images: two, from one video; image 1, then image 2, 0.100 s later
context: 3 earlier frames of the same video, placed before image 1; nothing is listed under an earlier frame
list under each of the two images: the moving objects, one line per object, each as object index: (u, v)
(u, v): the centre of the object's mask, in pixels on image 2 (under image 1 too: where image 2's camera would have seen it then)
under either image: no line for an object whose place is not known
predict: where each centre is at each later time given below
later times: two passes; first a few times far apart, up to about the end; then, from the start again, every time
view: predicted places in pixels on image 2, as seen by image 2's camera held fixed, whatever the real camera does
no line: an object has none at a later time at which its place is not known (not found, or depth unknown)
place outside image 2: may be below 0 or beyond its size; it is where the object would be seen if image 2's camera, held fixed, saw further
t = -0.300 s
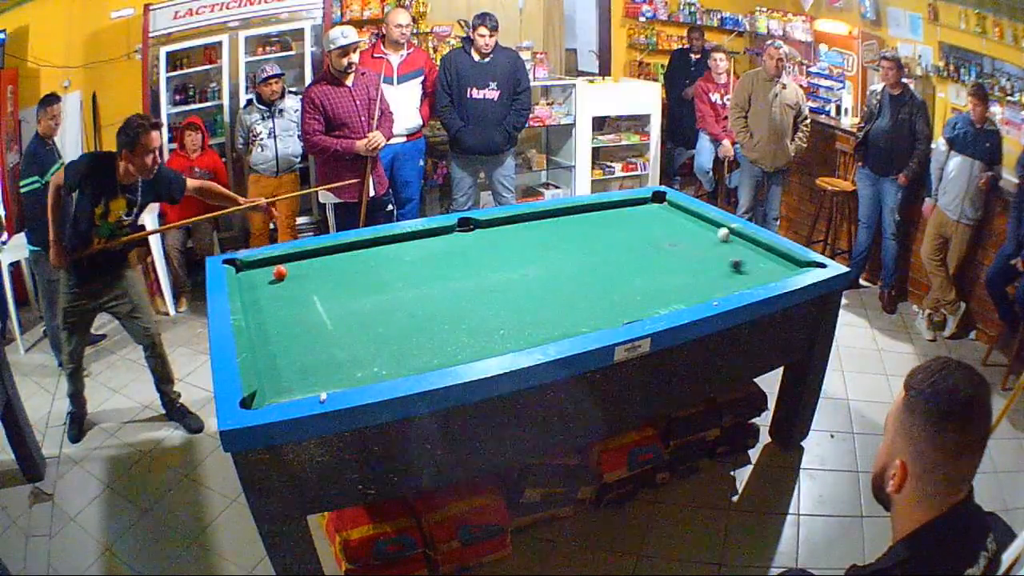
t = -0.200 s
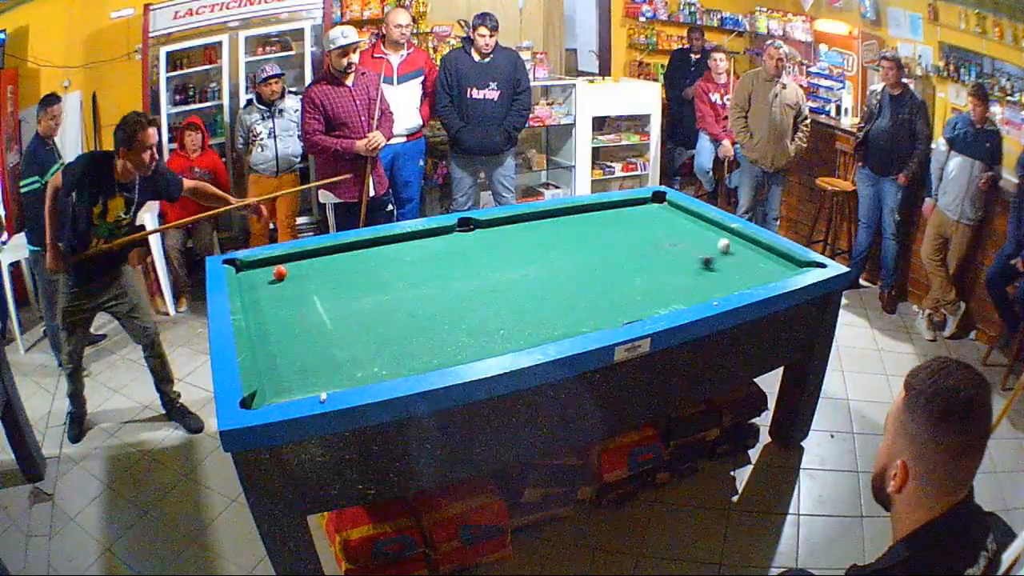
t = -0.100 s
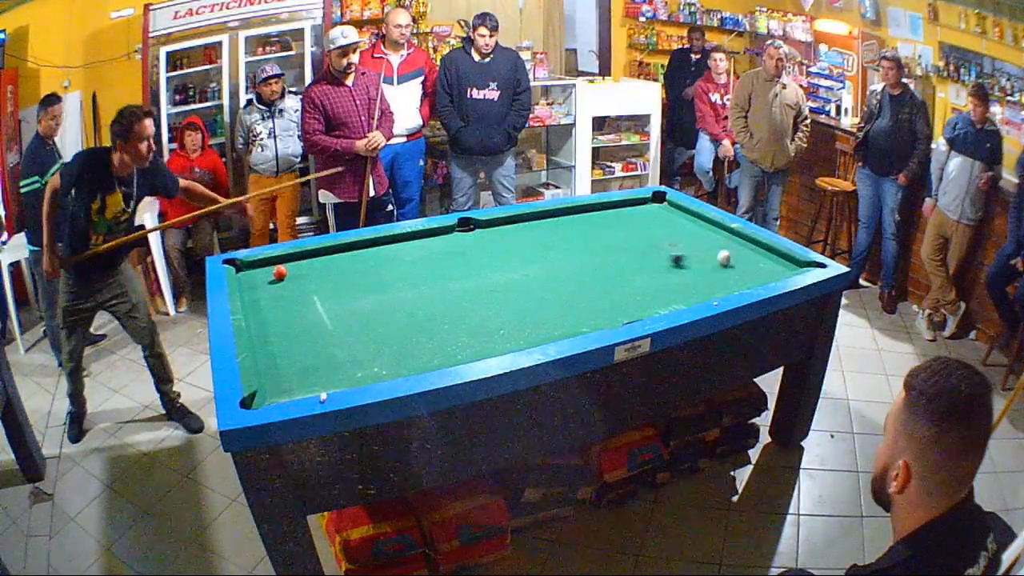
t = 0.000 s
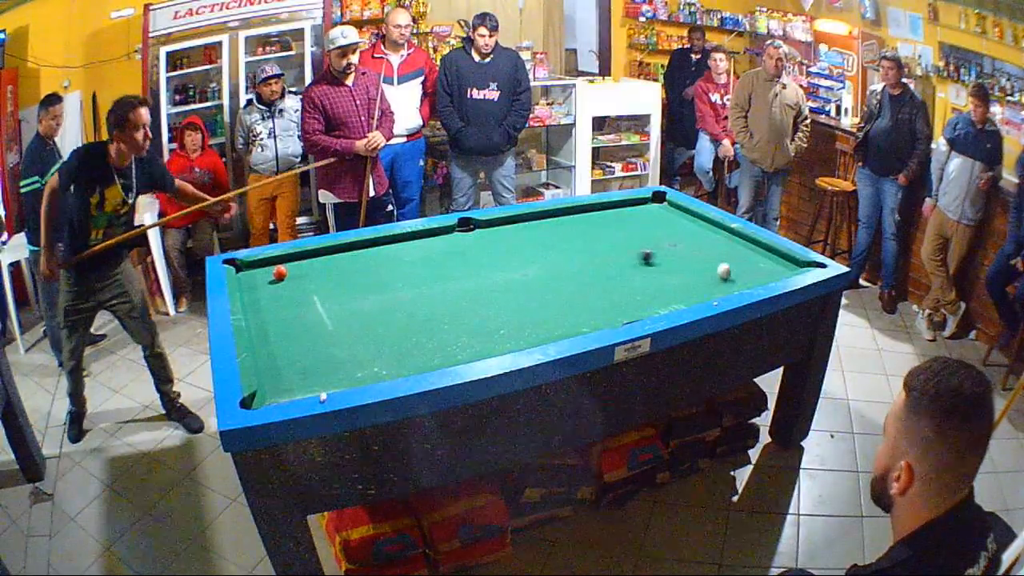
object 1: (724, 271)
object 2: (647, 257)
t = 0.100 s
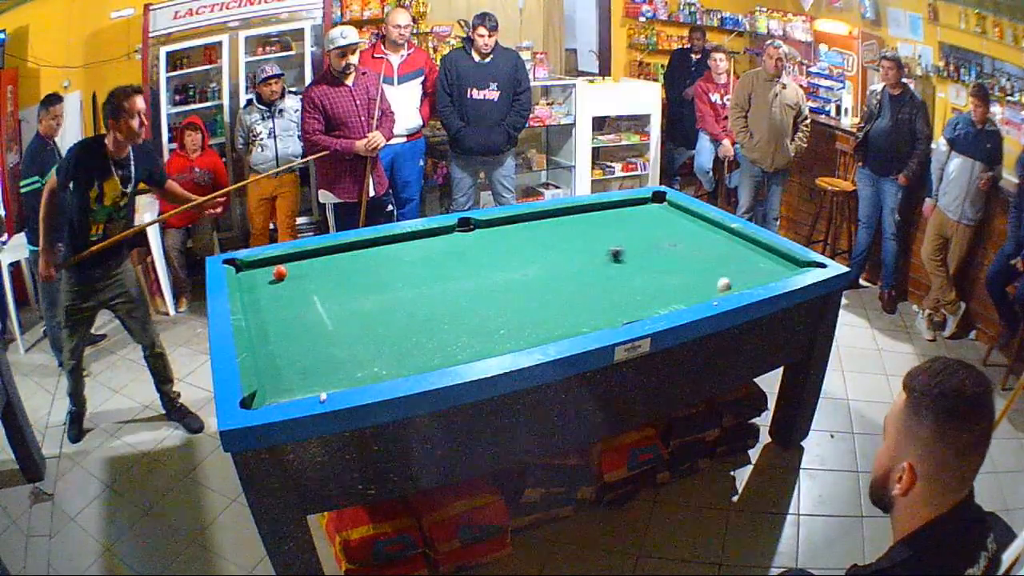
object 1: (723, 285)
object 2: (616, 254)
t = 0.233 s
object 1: (691, 289)
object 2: (577, 251)
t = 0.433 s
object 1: (627, 284)
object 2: (518, 247)
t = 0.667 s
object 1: (551, 279)
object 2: (452, 243)
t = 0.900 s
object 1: (479, 274)
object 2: (399, 240)
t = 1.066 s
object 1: (431, 270)
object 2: (381, 247)
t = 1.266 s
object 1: (377, 267)
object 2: (360, 257)
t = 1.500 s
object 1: (328, 269)
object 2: (329, 256)
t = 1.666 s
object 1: (297, 275)
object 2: (306, 258)
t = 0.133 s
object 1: (721, 287)
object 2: (607, 254)
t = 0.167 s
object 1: (712, 288)
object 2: (596, 253)
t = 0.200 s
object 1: (701, 289)
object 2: (586, 252)
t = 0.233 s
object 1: (691, 289)
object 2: (577, 251)
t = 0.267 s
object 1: (680, 288)
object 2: (566, 251)
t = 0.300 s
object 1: (669, 287)
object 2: (556, 250)
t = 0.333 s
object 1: (658, 286)
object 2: (546, 250)
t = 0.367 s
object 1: (648, 285)
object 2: (536, 249)
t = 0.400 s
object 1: (637, 284)
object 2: (527, 248)
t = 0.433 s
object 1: (627, 284)
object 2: (518, 247)
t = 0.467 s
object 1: (616, 283)
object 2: (508, 247)
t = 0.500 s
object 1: (605, 282)
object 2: (498, 246)
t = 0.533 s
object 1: (594, 281)
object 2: (489, 245)
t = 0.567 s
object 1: (583, 281)
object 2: (479, 244)
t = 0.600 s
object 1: (573, 280)
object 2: (470, 244)
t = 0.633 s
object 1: (562, 279)
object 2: (461, 243)
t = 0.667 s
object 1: (551, 279)
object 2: (452, 243)
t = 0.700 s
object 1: (540, 278)
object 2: (443, 242)
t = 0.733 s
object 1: (530, 277)
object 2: (435, 241)
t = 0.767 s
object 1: (521, 277)
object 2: (427, 240)
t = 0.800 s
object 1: (510, 276)
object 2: (418, 239)
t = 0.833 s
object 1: (499, 275)
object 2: (410, 239)
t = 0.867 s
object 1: (489, 274)
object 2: (402, 239)
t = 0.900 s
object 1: (479, 274)
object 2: (399, 240)
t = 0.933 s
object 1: (470, 273)
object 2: (395, 241)
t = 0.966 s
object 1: (459, 272)
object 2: (391, 243)
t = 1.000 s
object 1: (450, 272)
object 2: (389, 244)
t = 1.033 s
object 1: (440, 271)
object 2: (385, 245)
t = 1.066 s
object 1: (431, 270)
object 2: (381, 247)
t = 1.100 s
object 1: (422, 269)
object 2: (377, 249)
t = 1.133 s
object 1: (412, 269)
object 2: (373, 251)
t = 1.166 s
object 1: (404, 268)
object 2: (371, 251)
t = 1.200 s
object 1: (395, 268)
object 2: (367, 253)
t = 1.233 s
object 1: (386, 267)
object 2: (363, 255)
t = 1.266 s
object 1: (377, 267)
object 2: (360, 257)
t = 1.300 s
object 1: (368, 266)
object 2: (355, 258)
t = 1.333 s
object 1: (360, 265)
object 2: (351, 258)
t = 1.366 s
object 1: (353, 265)
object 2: (347, 258)
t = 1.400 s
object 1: (346, 266)
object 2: (340, 259)
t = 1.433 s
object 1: (340, 267)
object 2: (339, 256)
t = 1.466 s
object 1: (334, 268)
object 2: (334, 256)
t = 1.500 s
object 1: (328, 269)
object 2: (329, 256)
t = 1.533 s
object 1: (322, 270)
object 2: (325, 257)
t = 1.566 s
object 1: (315, 272)
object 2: (320, 257)
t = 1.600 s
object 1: (309, 273)
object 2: (315, 257)
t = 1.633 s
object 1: (303, 274)
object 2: (310, 257)
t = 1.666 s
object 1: (297, 275)
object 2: (306, 258)
